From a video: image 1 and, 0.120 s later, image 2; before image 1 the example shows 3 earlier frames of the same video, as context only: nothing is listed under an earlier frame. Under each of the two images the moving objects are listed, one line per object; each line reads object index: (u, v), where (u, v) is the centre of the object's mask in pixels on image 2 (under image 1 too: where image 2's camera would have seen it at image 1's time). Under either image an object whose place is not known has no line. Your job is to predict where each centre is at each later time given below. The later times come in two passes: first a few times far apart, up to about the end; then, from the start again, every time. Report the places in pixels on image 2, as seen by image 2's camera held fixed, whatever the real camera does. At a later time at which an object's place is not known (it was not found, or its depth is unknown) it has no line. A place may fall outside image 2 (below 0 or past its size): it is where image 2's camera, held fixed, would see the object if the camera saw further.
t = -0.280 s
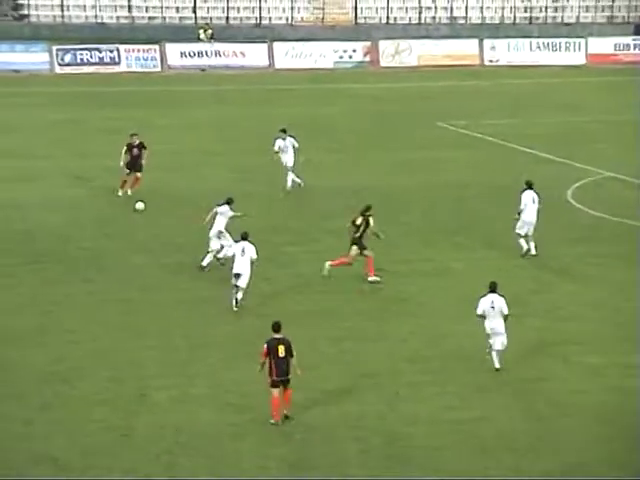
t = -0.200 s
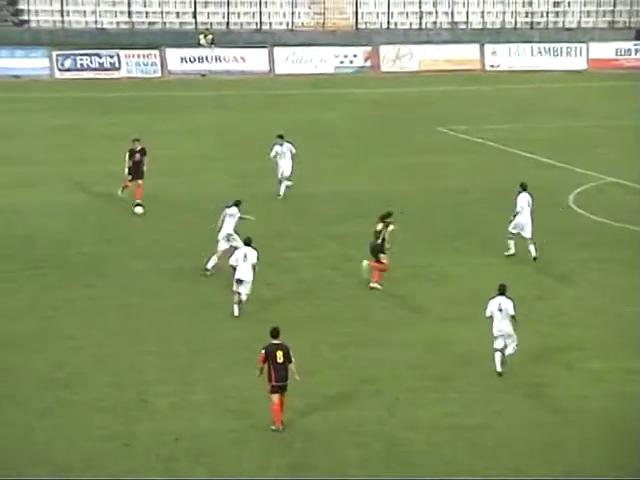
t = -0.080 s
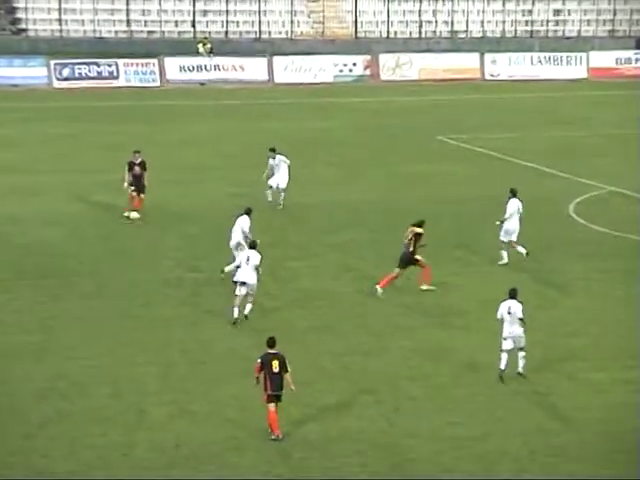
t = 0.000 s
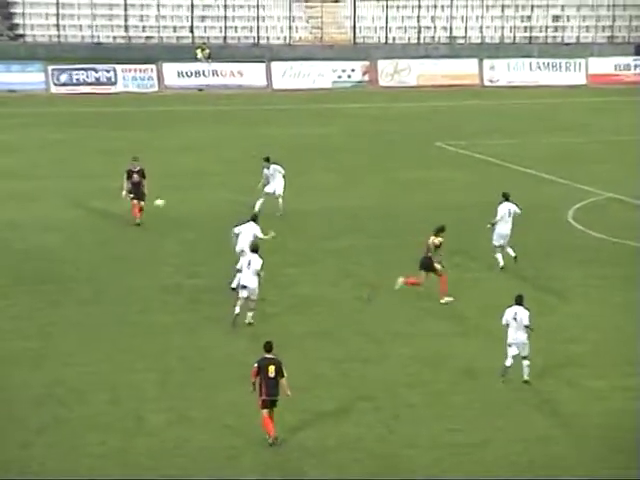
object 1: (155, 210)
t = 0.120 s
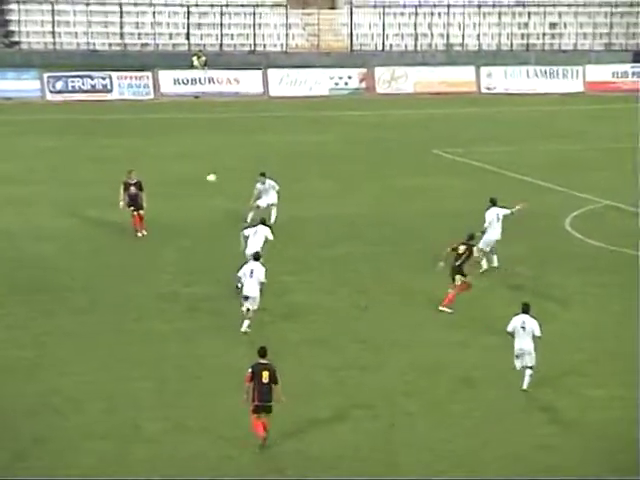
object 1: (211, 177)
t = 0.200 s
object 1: (248, 159)
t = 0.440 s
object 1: (358, 118)
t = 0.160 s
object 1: (230, 168)
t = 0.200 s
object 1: (248, 159)
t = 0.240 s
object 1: (267, 151)
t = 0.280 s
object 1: (284, 143)
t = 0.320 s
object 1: (303, 135)
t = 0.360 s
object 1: (321, 130)
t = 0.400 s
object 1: (339, 124)
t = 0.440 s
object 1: (358, 118)
